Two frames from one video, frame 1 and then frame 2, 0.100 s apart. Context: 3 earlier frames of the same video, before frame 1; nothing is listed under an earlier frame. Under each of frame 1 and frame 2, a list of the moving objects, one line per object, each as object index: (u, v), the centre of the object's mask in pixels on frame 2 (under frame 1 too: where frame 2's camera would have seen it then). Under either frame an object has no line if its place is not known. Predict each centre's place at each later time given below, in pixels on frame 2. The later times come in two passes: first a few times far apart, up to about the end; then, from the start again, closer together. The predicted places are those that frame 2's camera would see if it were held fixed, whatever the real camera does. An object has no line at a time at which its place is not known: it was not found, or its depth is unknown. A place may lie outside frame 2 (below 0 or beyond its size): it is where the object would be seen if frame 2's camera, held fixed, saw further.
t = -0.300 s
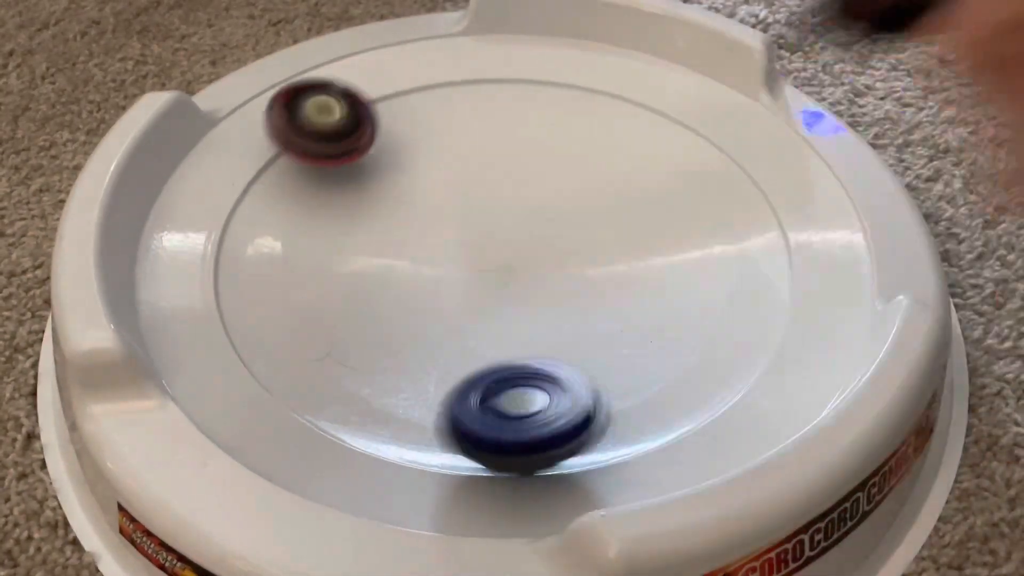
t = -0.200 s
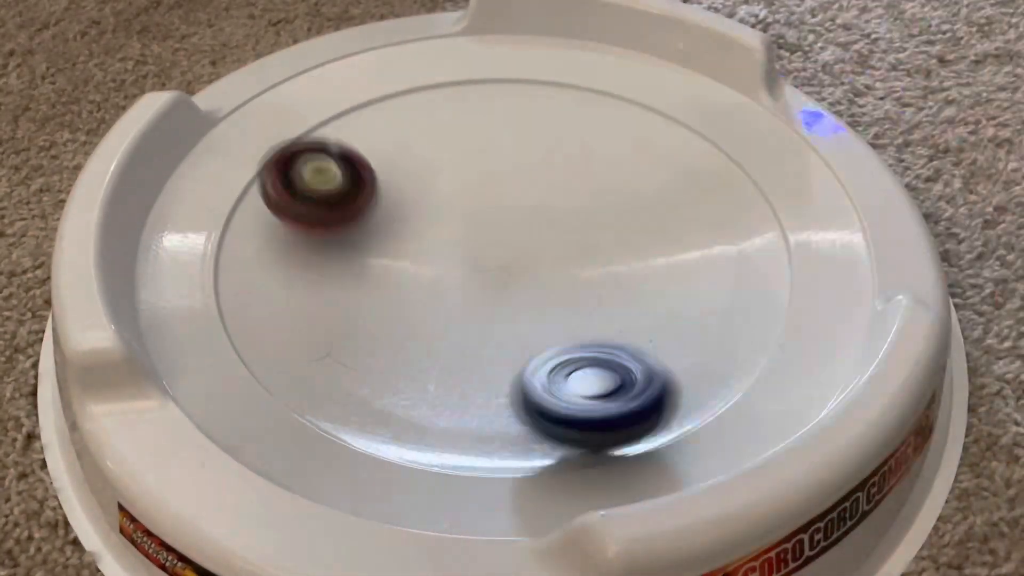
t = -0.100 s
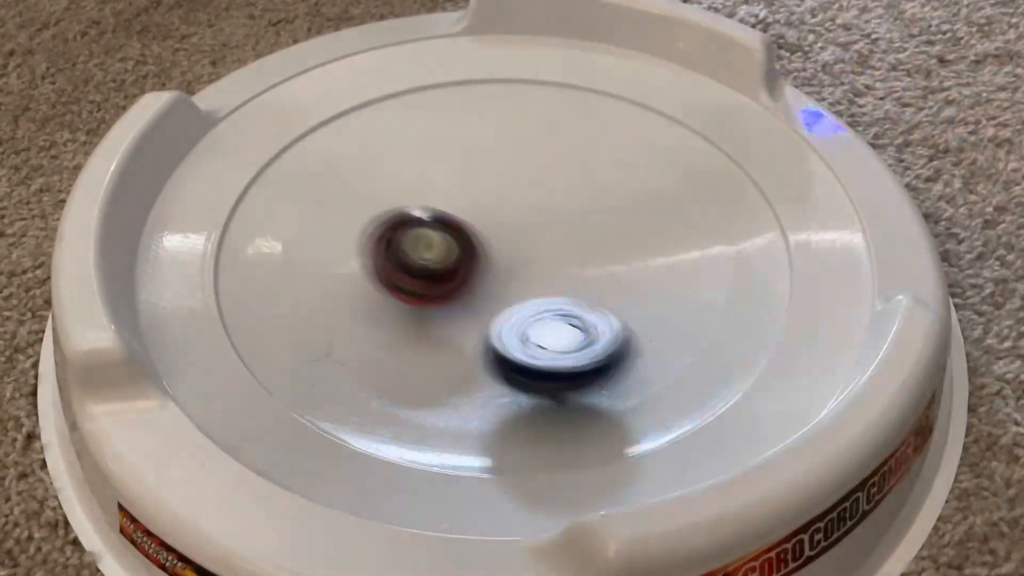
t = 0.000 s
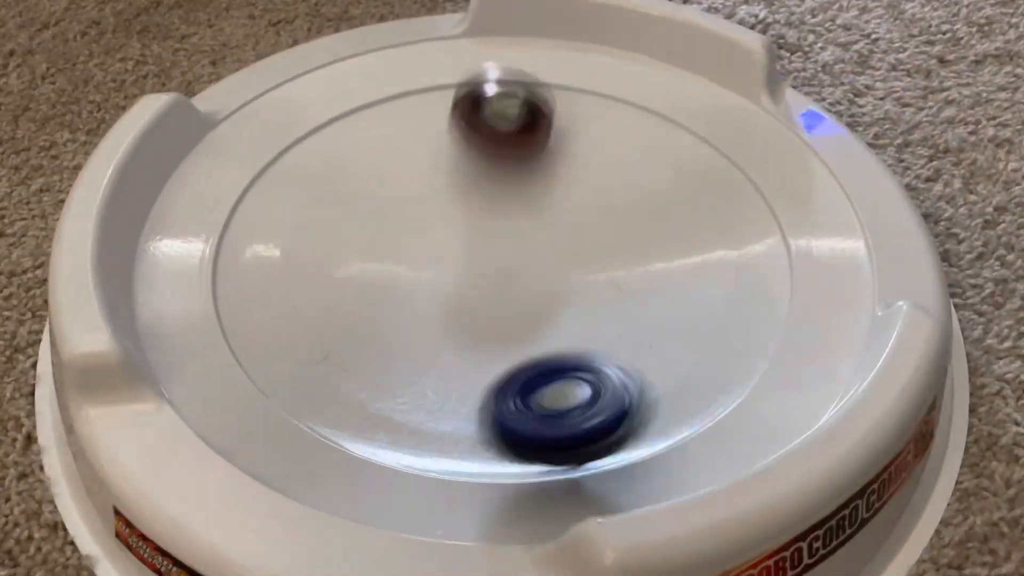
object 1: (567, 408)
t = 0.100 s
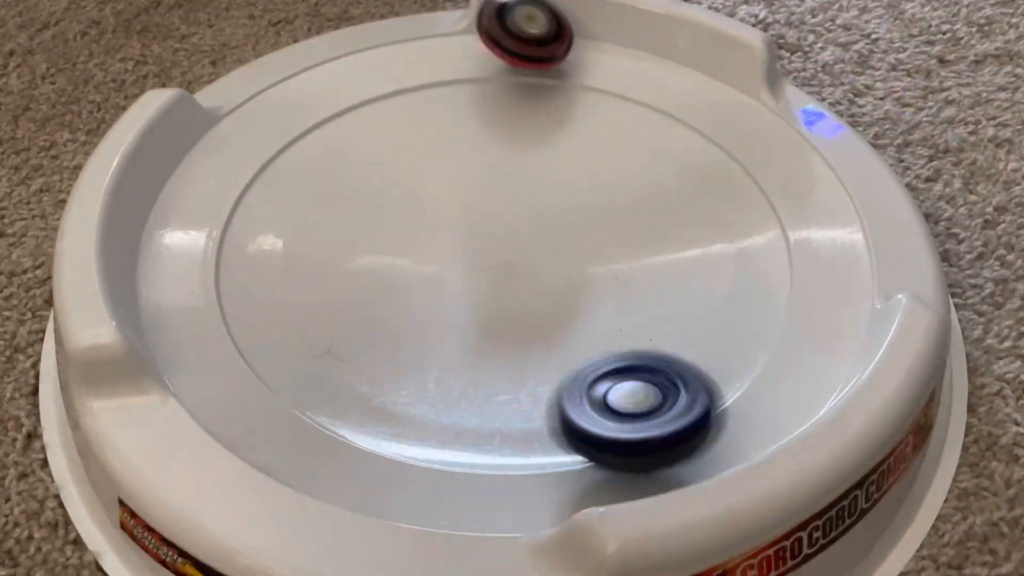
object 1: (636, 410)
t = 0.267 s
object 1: (549, 414)
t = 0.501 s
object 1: (484, 321)
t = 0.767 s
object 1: (308, 343)
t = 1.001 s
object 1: (499, 296)
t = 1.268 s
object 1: (248, 159)
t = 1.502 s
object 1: (412, 343)
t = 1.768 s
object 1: (649, 380)
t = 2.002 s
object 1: (565, 182)
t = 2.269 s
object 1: (660, 236)
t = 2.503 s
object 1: (760, 124)
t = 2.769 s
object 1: (758, 106)
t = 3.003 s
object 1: (705, 172)
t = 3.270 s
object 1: (642, 324)
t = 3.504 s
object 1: (697, 327)
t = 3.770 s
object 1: (476, 307)
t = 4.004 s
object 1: (379, 382)
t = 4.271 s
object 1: (456, 279)
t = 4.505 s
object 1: (334, 172)
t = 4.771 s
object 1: (313, 207)
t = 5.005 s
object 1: (501, 188)
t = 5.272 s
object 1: (528, 74)
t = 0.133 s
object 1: (634, 418)
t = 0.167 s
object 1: (621, 423)
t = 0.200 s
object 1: (597, 419)
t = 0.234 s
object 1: (566, 416)
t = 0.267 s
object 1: (549, 414)
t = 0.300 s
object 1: (544, 408)
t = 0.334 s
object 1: (552, 395)
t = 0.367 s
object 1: (553, 380)
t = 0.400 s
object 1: (545, 364)
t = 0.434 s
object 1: (530, 349)
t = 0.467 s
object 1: (511, 334)
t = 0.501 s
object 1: (484, 321)
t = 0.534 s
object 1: (454, 310)
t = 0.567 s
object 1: (421, 303)
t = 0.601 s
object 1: (390, 298)
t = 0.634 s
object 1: (353, 298)
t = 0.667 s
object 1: (324, 303)
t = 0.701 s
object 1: (294, 313)
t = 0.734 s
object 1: (269, 329)
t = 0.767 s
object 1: (308, 343)
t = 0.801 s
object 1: (350, 372)
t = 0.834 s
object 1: (384, 386)
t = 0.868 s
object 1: (422, 387)
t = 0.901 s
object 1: (453, 378)
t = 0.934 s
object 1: (479, 358)
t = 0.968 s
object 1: (494, 328)
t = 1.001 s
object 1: (499, 296)
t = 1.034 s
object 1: (488, 263)
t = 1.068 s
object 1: (467, 230)
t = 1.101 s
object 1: (438, 203)
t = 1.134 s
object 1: (401, 179)
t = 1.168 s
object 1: (362, 162)
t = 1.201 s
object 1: (314, 149)
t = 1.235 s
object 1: (261, 141)
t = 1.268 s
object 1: (248, 159)
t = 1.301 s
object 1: (246, 200)
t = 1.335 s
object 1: (235, 233)
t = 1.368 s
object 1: (236, 265)
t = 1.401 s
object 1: (267, 305)
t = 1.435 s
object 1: (310, 332)
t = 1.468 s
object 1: (358, 343)
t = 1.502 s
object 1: (412, 343)
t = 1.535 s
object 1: (463, 327)
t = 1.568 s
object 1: (505, 302)
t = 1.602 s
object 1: (526, 308)
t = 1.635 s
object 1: (536, 366)
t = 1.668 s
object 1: (545, 399)
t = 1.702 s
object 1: (572, 412)
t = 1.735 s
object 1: (608, 404)
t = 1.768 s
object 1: (649, 380)
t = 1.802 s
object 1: (683, 349)
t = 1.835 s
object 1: (696, 314)
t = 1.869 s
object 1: (691, 280)
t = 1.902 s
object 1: (671, 247)
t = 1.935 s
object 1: (643, 220)
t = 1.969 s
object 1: (607, 199)
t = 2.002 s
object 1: (565, 182)
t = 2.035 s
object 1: (520, 172)
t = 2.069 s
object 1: (488, 175)
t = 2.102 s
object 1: (459, 181)
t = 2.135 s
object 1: (425, 194)
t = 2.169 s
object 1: (404, 213)
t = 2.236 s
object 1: (592, 240)
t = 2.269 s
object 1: (660, 236)
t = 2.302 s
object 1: (713, 227)
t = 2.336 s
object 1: (749, 208)
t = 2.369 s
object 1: (776, 186)
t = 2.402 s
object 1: (769, 168)
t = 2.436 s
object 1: (759, 152)
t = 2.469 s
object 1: (756, 136)
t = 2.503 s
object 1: (760, 124)
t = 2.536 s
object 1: (772, 114)
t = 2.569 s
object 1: (787, 106)
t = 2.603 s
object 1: (785, 99)
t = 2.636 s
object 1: (770, 100)
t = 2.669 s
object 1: (760, 99)
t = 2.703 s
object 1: (756, 99)
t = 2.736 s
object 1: (757, 102)
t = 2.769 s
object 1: (758, 106)
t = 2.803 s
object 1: (758, 112)
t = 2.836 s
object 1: (757, 118)
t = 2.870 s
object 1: (754, 127)
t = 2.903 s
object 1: (748, 138)
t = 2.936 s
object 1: (735, 153)
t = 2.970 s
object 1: (720, 159)
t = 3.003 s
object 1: (705, 172)
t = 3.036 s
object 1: (686, 188)
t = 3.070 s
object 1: (665, 206)
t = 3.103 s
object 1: (651, 226)
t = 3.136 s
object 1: (640, 247)
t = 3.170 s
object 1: (633, 268)
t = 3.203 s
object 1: (631, 289)
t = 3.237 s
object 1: (633, 308)
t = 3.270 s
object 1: (642, 324)
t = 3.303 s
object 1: (656, 340)
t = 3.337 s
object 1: (671, 354)
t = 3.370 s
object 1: (687, 367)
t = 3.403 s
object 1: (703, 362)
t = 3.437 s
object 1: (710, 347)
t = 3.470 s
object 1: (708, 335)
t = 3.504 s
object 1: (697, 327)
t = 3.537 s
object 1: (679, 320)
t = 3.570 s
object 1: (659, 315)
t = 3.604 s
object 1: (634, 309)
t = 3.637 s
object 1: (604, 304)
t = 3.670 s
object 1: (571, 301)
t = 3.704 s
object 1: (539, 300)
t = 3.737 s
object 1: (506, 300)
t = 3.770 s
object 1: (476, 307)
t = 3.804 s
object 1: (447, 316)
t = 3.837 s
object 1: (422, 325)
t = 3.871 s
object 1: (400, 336)
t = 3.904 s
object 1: (386, 349)
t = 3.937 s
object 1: (377, 362)
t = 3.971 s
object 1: (369, 374)
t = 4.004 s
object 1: (379, 382)
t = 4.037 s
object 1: (393, 384)
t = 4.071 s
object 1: (407, 380)
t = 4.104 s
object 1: (421, 371)
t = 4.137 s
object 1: (435, 359)
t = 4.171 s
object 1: (449, 342)
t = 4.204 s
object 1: (458, 322)
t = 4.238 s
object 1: (460, 301)
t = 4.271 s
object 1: (456, 279)
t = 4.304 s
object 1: (446, 259)
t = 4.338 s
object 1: (433, 240)
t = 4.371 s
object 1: (417, 223)
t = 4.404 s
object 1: (399, 207)
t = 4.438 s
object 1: (378, 192)
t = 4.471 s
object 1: (356, 181)
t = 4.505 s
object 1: (334, 172)
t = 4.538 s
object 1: (312, 167)
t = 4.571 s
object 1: (290, 165)
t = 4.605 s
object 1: (275, 166)
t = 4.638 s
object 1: (267, 172)
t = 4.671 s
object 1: (269, 180)
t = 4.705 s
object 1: (279, 189)
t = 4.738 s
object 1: (295, 197)
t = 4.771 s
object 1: (313, 207)
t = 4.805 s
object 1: (340, 216)
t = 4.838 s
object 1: (369, 222)
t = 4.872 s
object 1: (400, 222)
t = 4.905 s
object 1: (431, 218)
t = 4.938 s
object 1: (458, 212)
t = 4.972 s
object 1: (481, 199)
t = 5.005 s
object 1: (501, 188)
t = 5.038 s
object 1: (517, 172)
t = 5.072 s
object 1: (530, 157)
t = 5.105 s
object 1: (539, 140)
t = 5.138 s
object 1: (544, 123)
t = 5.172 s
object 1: (544, 107)
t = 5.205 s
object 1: (540, 92)
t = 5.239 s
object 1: (535, 82)
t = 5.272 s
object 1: (528, 74)
